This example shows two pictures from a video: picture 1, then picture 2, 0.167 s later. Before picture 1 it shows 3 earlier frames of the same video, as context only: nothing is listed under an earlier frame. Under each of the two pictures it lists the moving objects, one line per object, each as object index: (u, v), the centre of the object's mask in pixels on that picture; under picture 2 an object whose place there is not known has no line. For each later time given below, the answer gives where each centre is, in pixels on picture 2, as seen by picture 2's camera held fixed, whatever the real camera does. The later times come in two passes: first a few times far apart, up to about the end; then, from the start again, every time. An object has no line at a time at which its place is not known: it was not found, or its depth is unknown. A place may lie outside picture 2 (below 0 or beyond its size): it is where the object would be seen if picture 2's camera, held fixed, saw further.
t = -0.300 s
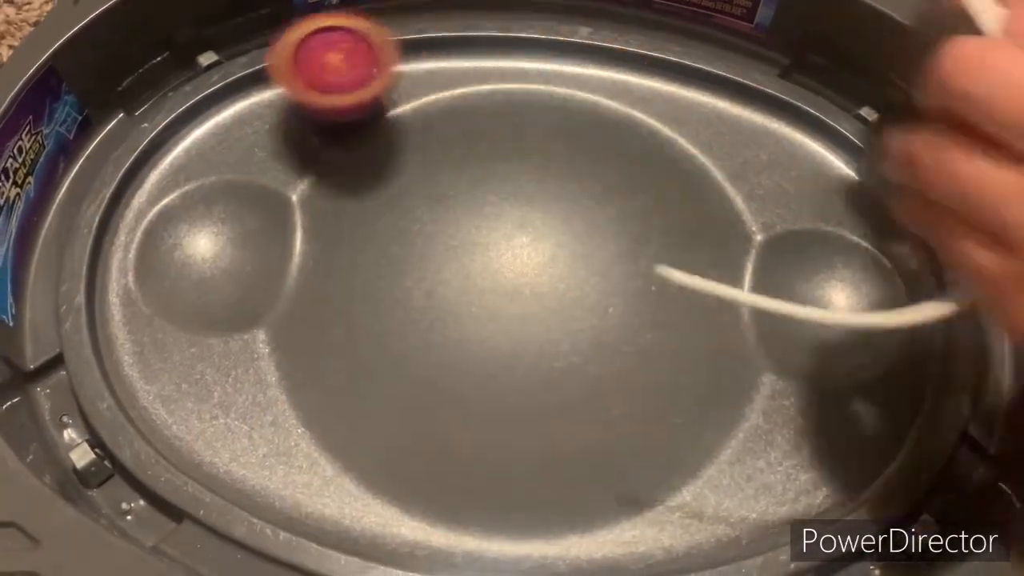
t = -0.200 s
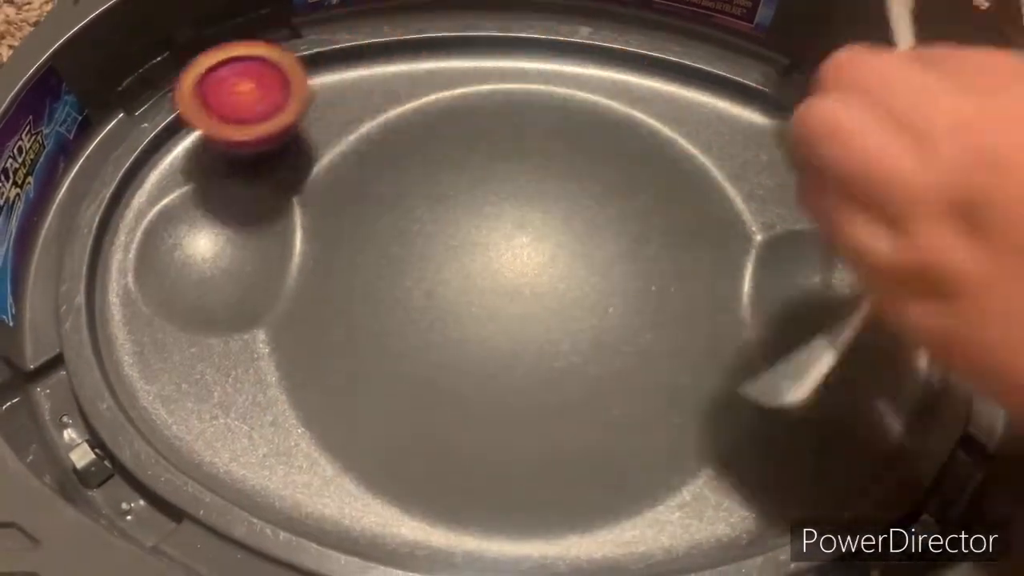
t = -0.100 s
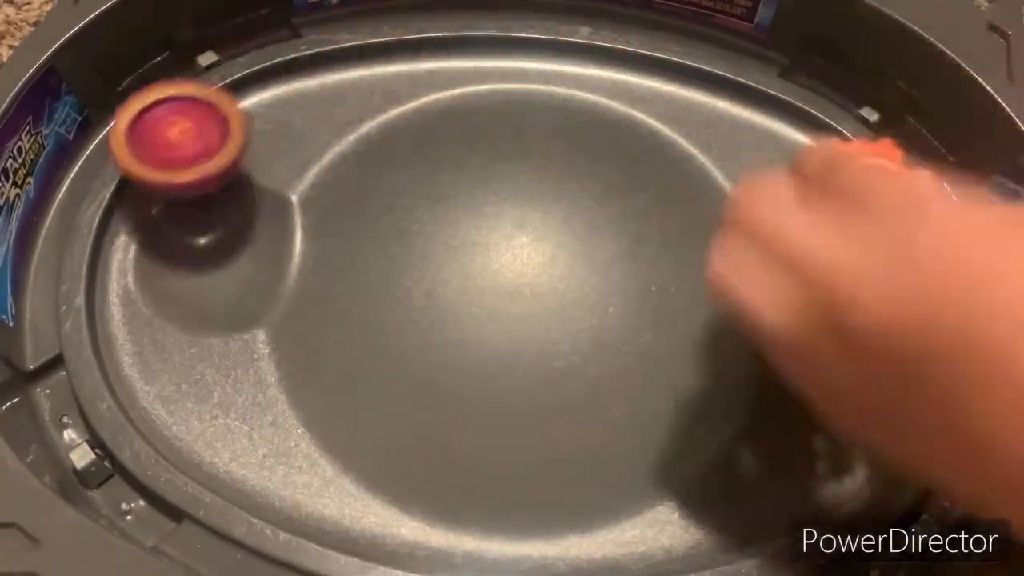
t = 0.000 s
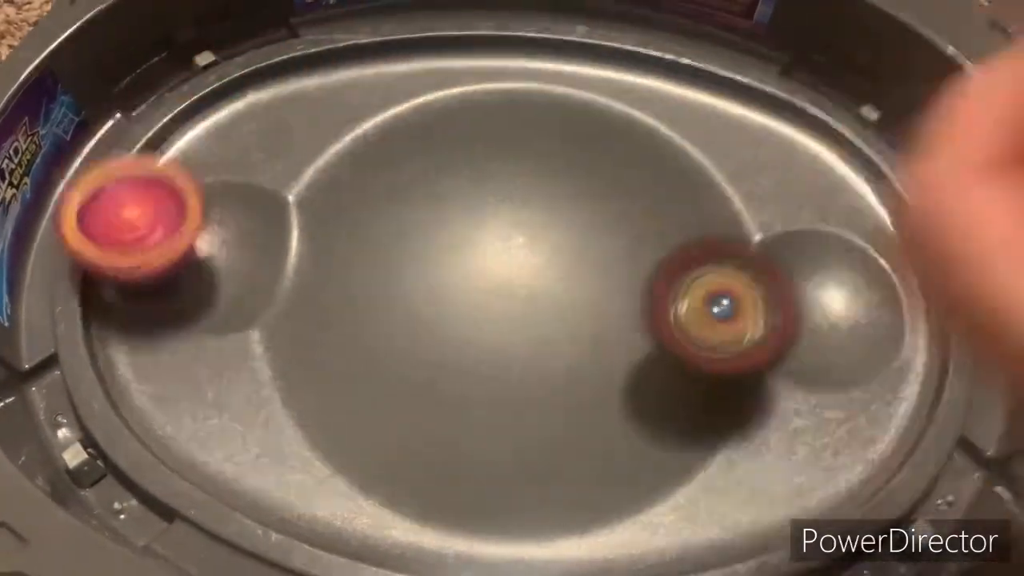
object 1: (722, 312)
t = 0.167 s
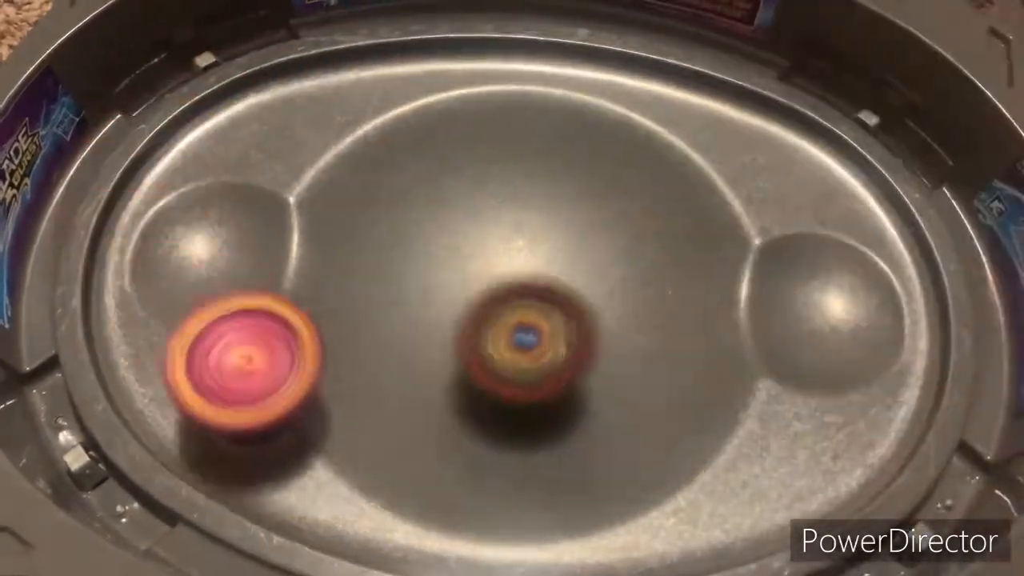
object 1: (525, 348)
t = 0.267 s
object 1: (426, 312)
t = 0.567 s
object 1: (437, 271)
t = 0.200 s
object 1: (488, 337)
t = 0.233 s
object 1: (454, 323)
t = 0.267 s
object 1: (426, 312)
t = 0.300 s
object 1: (405, 294)
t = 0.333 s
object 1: (389, 282)
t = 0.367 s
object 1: (379, 272)
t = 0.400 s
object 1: (377, 264)
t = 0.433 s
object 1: (379, 261)
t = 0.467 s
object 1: (389, 258)
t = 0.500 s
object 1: (401, 260)
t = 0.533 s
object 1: (418, 260)
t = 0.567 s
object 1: (437, 271)
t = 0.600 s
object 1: (459, 277)
